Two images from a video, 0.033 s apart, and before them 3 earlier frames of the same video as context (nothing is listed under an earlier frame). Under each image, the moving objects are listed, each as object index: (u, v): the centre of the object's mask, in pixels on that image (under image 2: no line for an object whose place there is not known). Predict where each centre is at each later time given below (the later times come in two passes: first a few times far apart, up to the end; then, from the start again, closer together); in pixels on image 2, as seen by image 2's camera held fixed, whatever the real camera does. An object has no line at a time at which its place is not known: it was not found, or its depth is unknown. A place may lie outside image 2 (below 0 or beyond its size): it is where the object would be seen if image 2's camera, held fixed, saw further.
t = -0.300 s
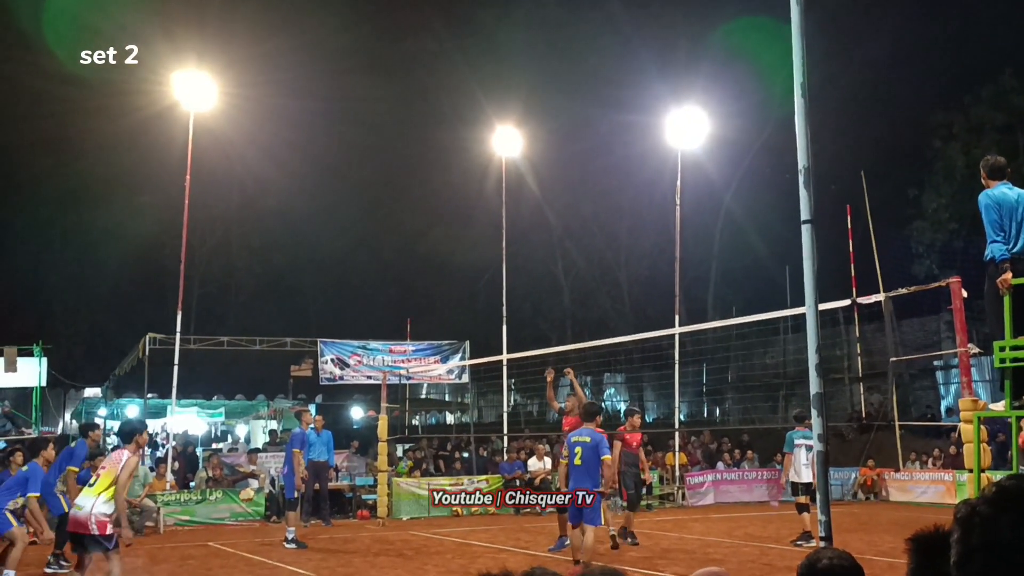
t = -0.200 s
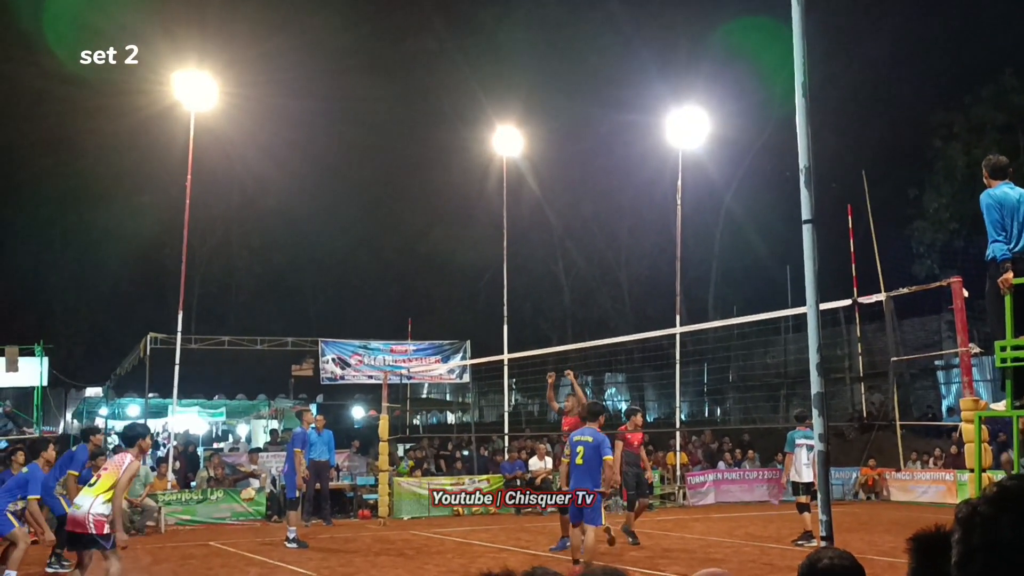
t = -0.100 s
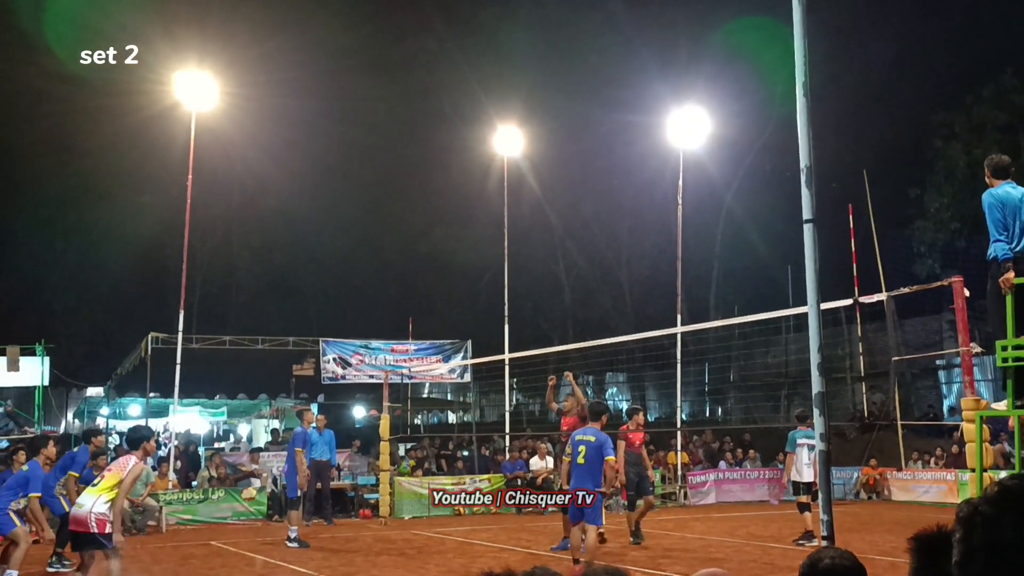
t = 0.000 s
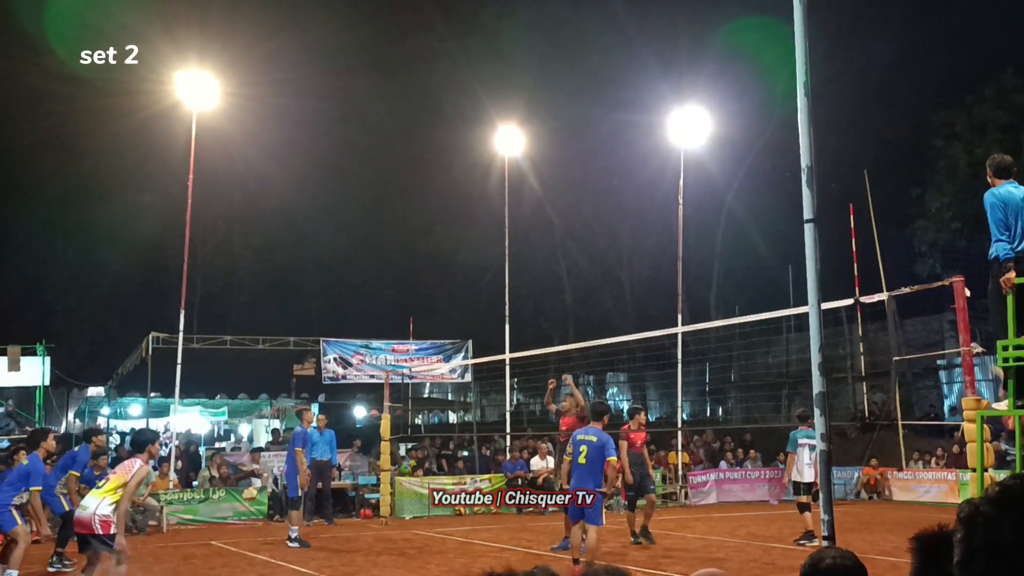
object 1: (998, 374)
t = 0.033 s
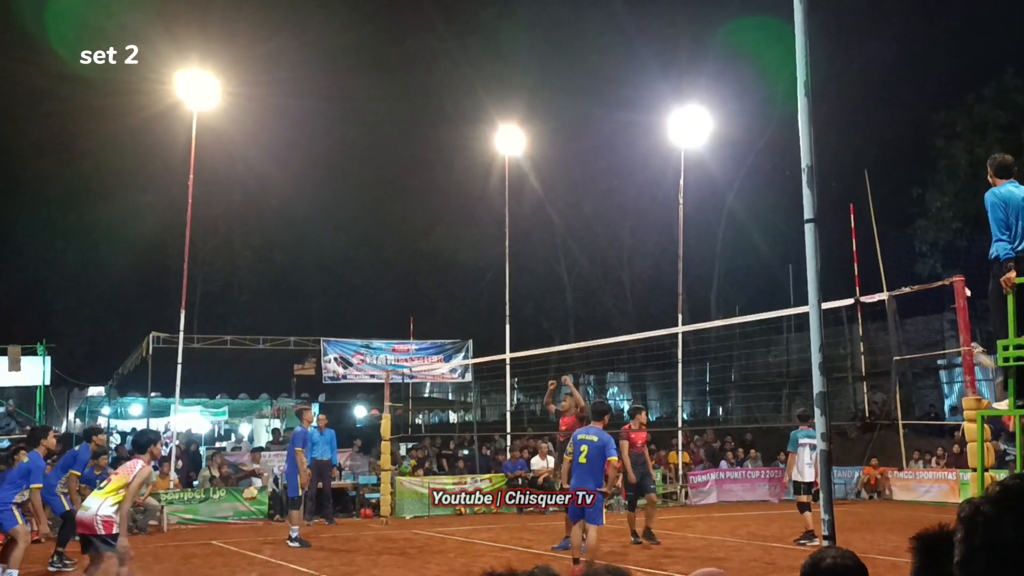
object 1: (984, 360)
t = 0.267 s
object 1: (855, 289)
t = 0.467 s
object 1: (739, 254)
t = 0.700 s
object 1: (592, 244)
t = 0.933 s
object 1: (432, 275)
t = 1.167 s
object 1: (249, 353)
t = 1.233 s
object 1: (194, 384)
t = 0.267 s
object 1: (855, 289)
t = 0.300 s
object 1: (836, 281)
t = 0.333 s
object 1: (823, 275)
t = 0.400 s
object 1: (778, 262)
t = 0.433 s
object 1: (758, 257)
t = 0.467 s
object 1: (739, 254)
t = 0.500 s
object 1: (718, 250)
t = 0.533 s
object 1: (697, 247)
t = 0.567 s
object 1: (677, 245)
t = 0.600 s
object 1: (656, 243)
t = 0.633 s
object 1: (635, 243)
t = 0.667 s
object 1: (614, 243)
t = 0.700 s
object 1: (592, 244)
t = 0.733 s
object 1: (570, 246)
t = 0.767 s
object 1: (549, 248)
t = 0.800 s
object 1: (527, 252)
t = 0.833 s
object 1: (504, 256)
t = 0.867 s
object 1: (481, 261)
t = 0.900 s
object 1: (457, 267)
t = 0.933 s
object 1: (432, 275)
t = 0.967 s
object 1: (408, 282)
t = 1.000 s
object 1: (383, 292)
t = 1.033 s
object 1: (358, 301)
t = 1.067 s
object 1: (331, 312)
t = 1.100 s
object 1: (305, 324)
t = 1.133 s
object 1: (278, 337)
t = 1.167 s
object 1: (249, 353)
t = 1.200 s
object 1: (220, 369)
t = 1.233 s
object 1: (194, 384)
